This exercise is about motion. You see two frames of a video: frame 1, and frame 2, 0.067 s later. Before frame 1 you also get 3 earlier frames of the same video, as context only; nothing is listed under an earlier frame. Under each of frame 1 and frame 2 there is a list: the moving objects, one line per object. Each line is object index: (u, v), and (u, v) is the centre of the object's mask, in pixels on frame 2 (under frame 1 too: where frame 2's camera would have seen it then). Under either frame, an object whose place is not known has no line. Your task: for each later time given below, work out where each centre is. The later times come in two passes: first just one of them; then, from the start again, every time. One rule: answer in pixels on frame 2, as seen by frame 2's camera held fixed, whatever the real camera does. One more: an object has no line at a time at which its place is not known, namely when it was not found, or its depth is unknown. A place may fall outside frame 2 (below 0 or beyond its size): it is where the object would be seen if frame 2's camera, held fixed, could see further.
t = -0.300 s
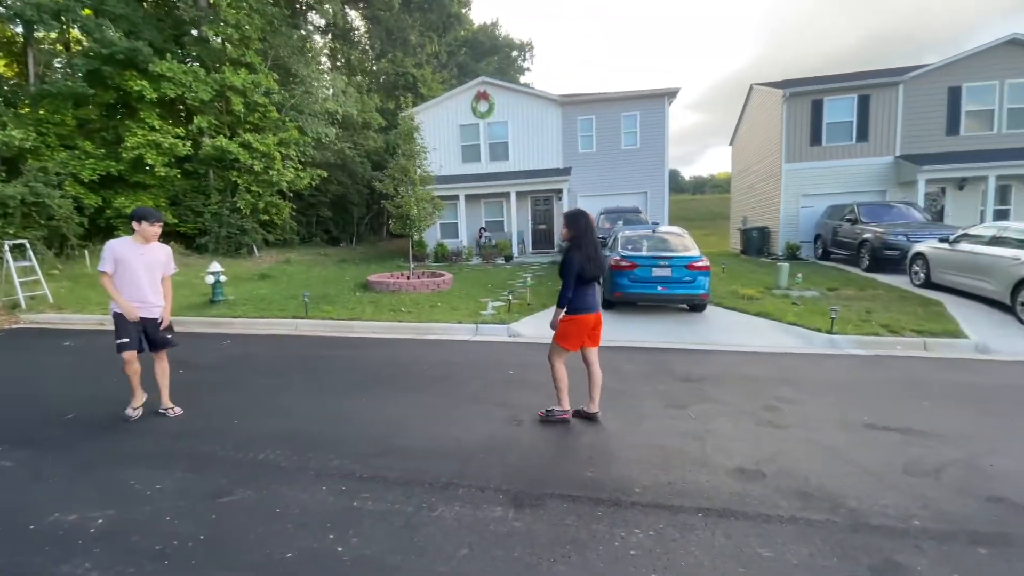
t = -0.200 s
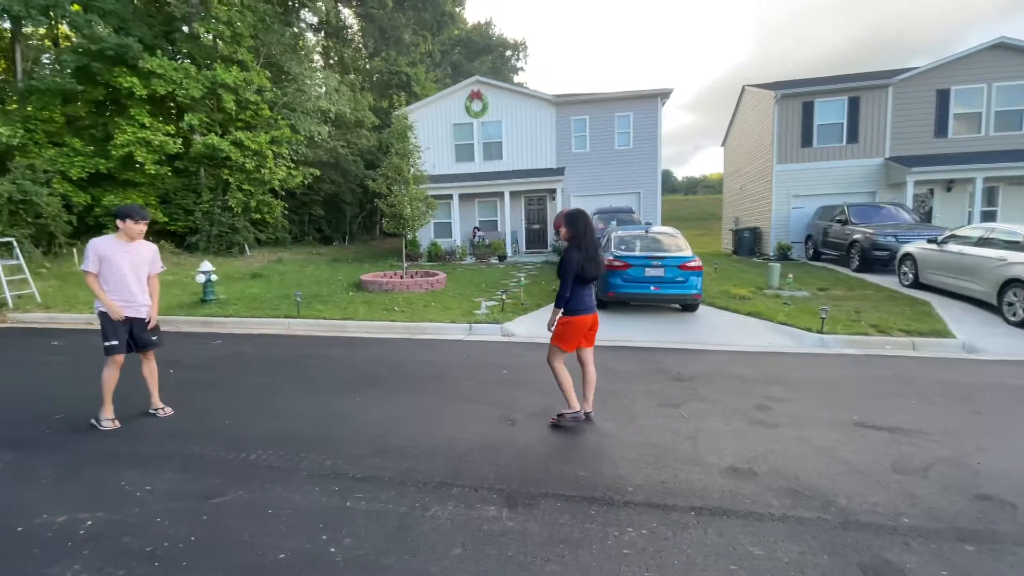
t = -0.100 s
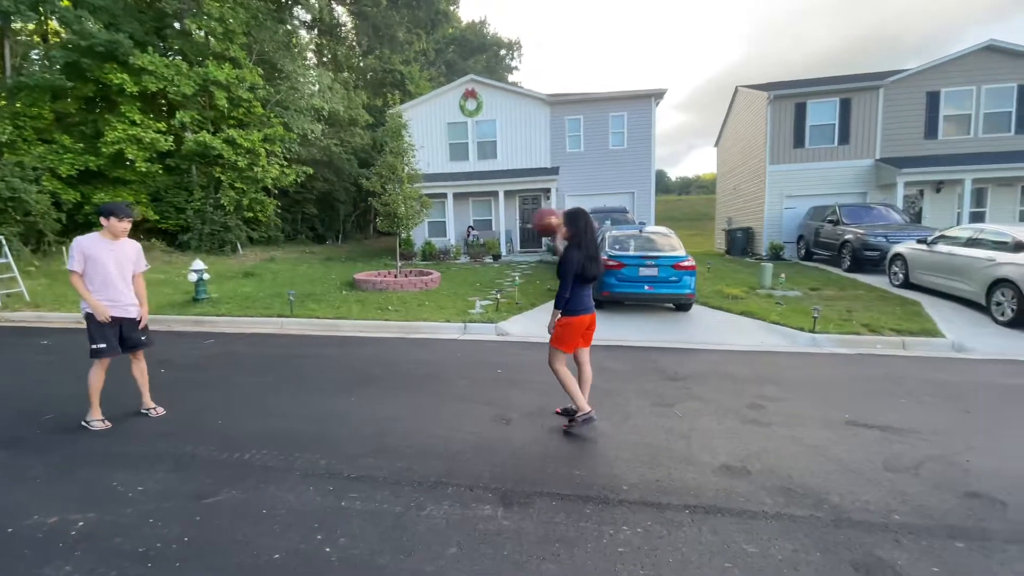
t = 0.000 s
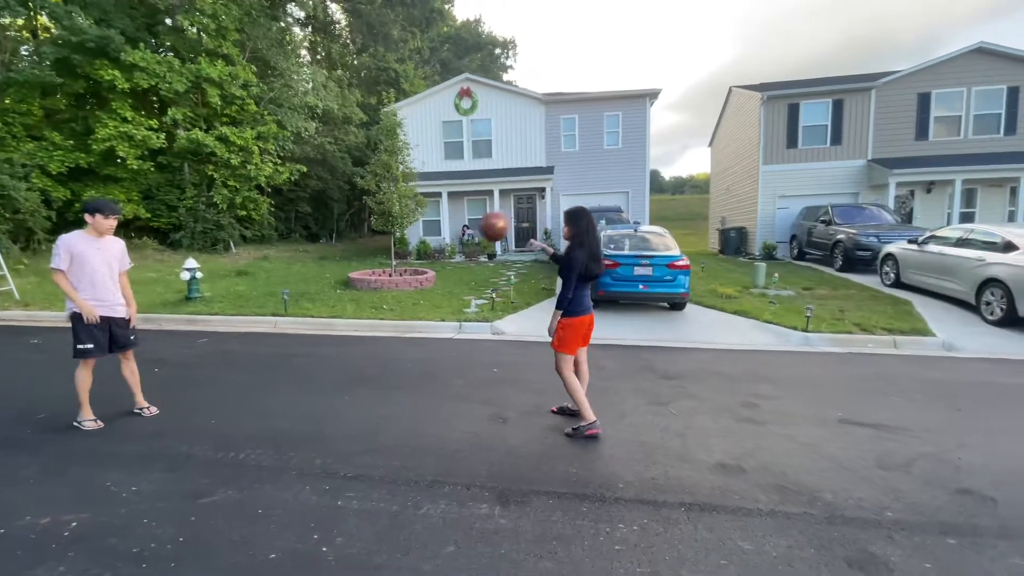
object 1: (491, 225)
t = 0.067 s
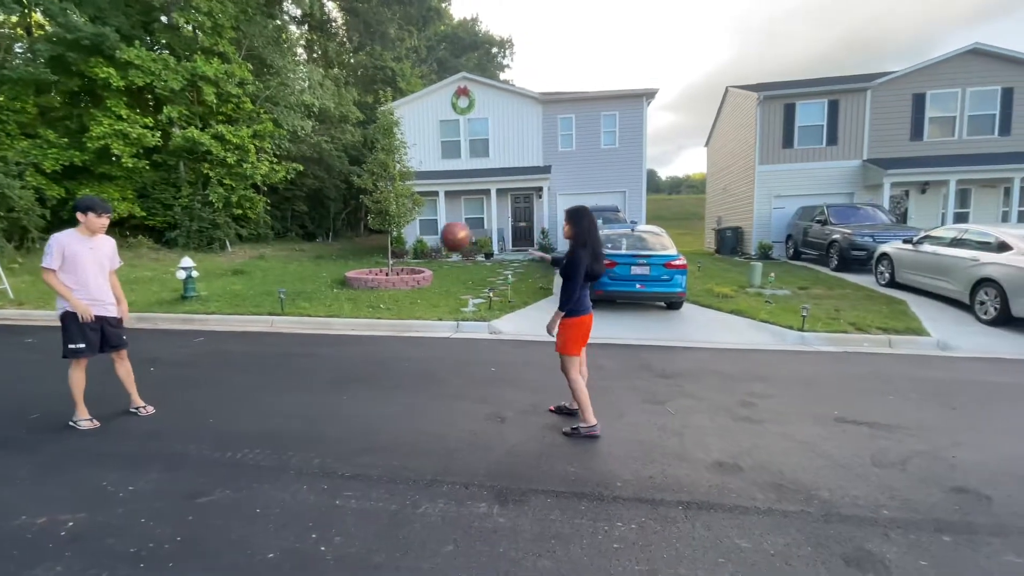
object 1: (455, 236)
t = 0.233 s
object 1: (363, 291)
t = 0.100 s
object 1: (436, 245)
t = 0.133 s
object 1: (419, 253)
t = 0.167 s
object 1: (400, 264)
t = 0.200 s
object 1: (381, 277)
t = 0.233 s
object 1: (363, 291)
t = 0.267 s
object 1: (343, 306)
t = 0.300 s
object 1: (324, 324)
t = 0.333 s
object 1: (303, 343)
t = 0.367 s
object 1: (286, 363)
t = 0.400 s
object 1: (266, 385)
